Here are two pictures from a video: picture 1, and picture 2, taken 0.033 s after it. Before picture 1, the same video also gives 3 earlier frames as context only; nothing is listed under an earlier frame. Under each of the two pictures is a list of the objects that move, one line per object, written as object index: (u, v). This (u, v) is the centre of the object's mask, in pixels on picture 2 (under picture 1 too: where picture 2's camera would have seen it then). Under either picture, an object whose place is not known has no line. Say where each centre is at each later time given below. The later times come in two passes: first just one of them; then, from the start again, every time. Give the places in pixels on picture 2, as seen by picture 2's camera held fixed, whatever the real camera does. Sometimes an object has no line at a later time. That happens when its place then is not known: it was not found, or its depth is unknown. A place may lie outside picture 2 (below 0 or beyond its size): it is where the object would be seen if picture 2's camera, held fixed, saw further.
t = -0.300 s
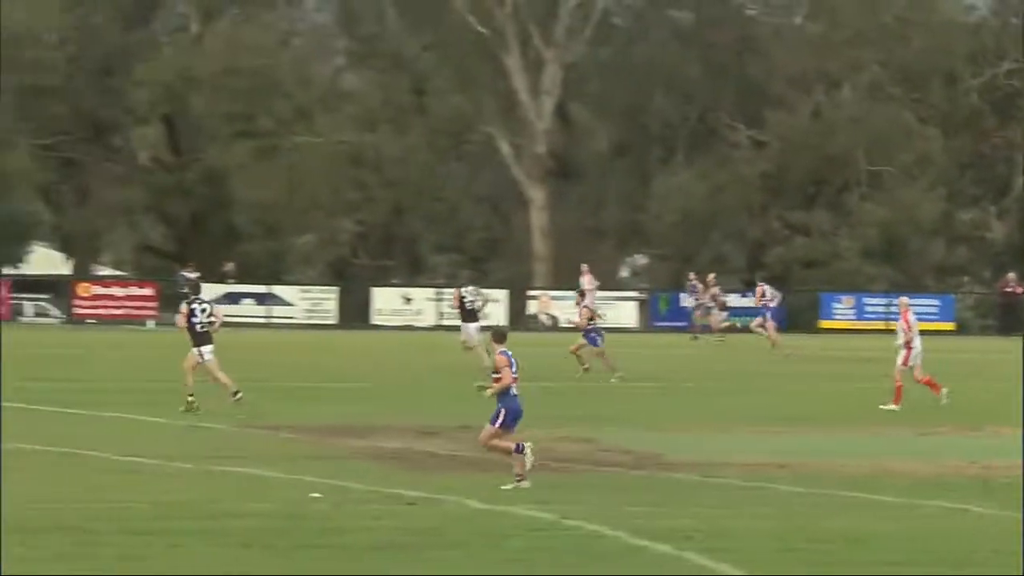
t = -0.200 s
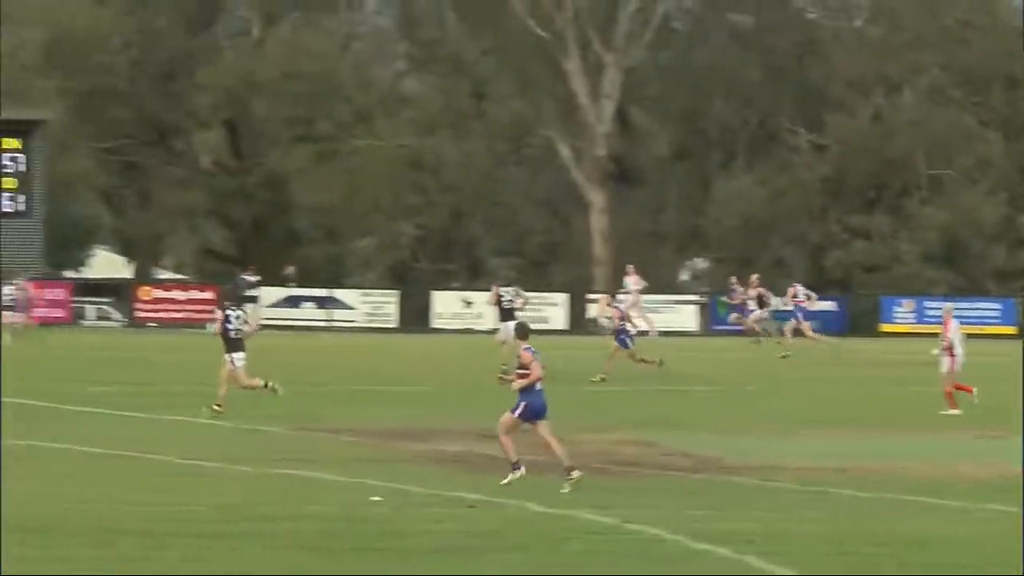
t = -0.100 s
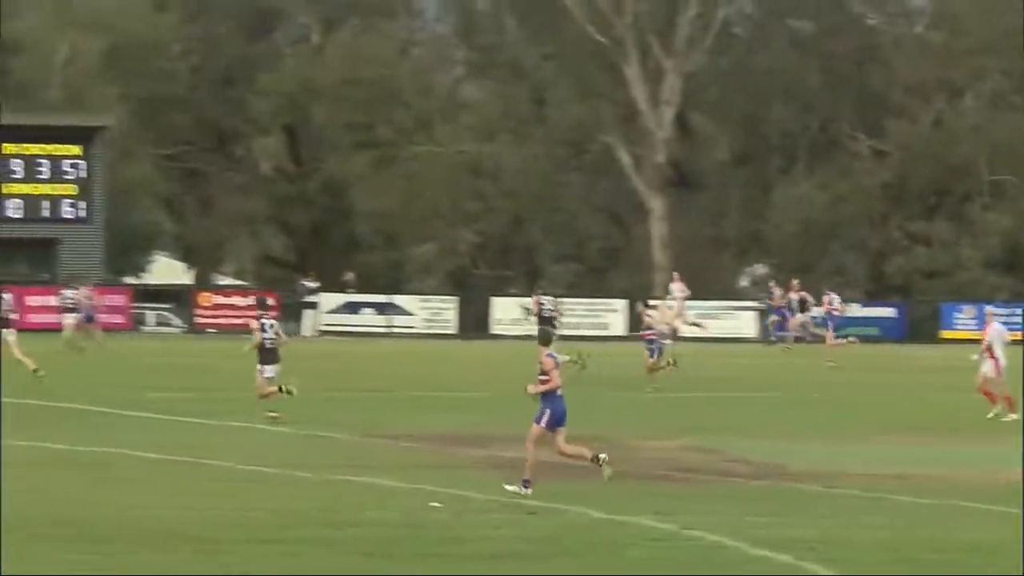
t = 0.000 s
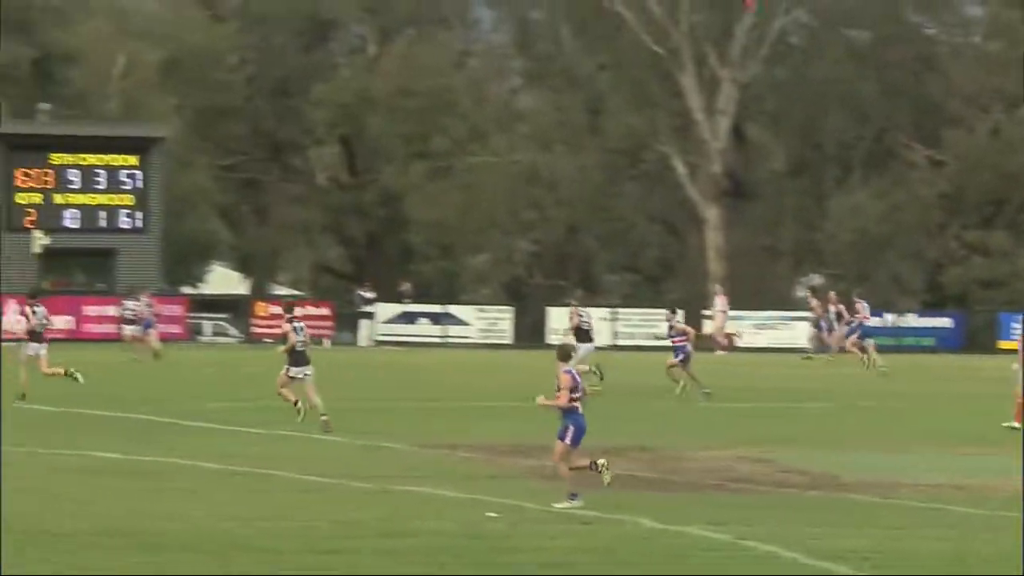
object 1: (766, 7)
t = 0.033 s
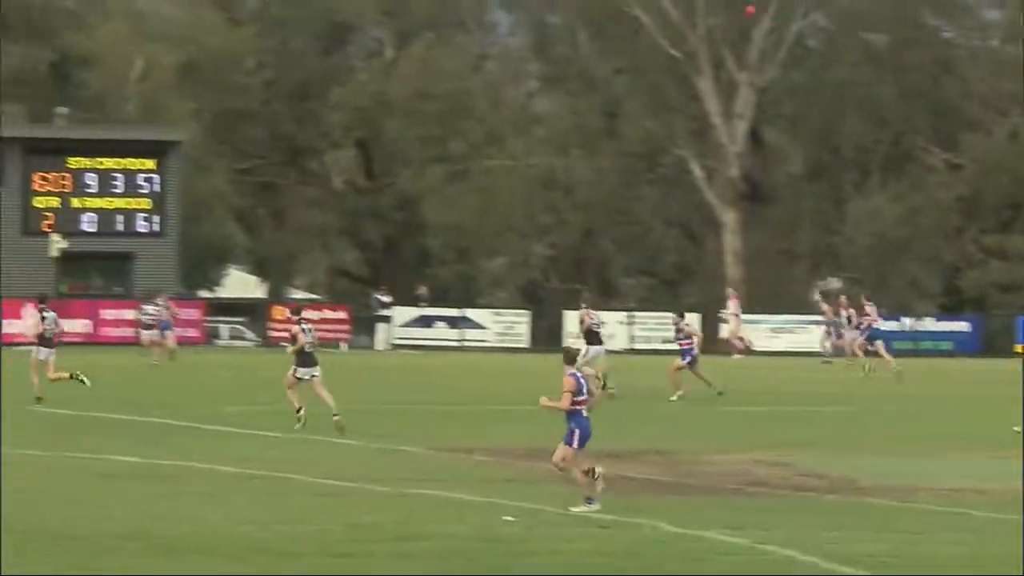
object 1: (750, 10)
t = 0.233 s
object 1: (651, 61)
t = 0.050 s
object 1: (742, 14)
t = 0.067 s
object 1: (734, 17)
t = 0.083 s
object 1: (725, 21)
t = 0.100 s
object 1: (718, 26)
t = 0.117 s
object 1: (710, 28)
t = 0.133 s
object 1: (703, 33)
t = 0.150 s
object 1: (694, 34)
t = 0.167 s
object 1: (684, 43)
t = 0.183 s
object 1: (676, 48)
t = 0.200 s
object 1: (671, 50)
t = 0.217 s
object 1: (662, 53)
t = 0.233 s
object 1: (651, 61)
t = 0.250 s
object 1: (644, 63)
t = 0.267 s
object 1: (634, 67)
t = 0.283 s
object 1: (626, 73)
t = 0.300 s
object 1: (619, 75)
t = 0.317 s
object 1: (610, 85)
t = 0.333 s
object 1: (603, 86)
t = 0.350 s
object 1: (595, 92)
